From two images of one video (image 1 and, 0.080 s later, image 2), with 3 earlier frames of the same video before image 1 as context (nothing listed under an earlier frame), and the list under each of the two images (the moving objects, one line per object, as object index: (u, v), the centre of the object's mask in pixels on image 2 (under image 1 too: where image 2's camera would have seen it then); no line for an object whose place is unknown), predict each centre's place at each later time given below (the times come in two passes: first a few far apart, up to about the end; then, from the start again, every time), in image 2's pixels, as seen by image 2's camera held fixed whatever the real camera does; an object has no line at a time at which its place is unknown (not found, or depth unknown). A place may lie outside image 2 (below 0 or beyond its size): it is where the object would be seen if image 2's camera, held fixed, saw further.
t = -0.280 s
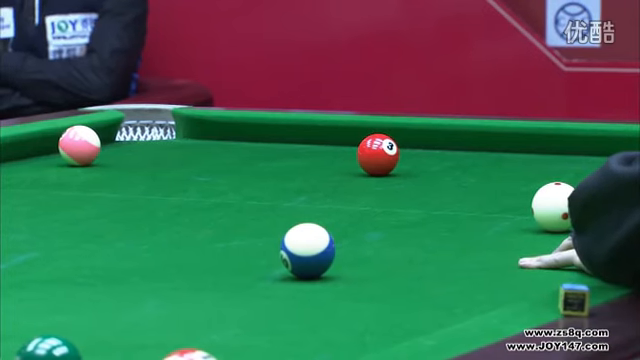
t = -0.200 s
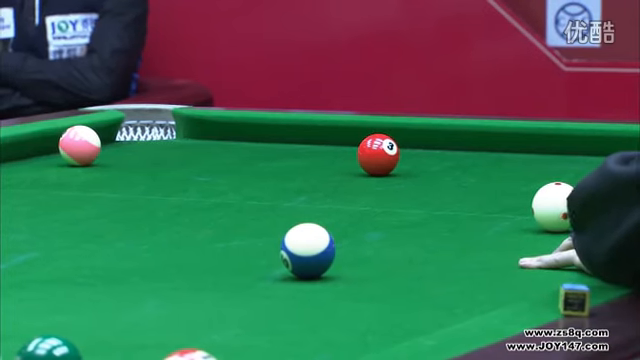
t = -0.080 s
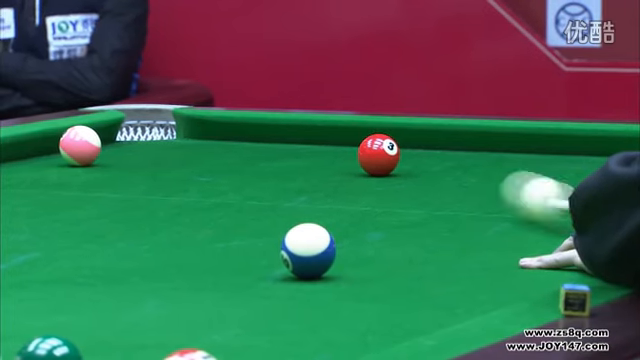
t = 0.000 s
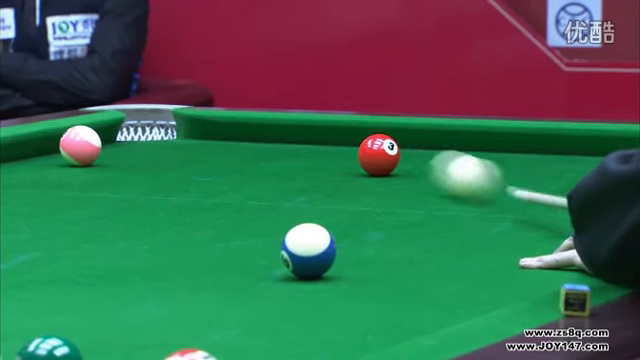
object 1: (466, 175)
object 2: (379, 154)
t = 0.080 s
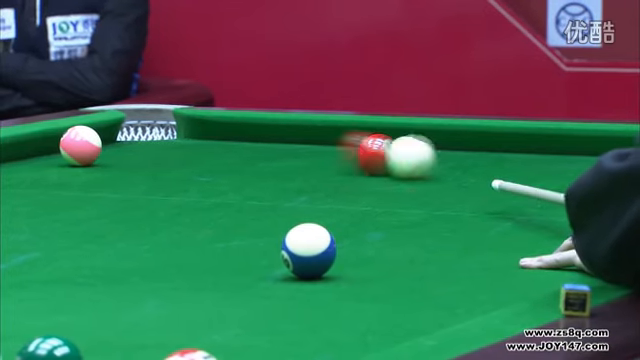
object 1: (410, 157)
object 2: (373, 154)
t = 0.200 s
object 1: (459, 150)
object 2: (253, 135)
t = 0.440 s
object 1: (530, 138)
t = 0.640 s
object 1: (514, 144)
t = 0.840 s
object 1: (496, 152)
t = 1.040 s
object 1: (478, 160)
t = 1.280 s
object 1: (455, 169)
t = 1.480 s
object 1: (437, 176)
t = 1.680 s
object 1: (419, 184)
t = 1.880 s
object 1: (401, 190)
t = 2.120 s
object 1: (379, 199)
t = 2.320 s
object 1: (361, 206)
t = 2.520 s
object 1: (344, 212)
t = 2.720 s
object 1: (330, 216)
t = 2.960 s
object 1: (309, 216)
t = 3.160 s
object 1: (287, 223)
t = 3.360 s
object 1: (273, 235)
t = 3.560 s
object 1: (264, 243)
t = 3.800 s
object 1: (253, 249)
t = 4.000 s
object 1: (245, 252)
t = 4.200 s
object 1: (237, 256)
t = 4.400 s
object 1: (232, 259)
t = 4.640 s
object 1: (225, 263)
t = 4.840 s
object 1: (221, 264)
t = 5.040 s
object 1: (217, 265)
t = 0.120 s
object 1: (425, 154)
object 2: (334, 146)
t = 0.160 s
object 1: (443, 152)
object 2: (292, 140)
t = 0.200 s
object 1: (459, 150)
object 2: (253, 135)
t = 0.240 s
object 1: (473, 149)
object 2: (211, 129)
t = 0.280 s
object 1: (485, 146)
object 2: (180, 125)
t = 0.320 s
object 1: (497, 144)
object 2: (148, 118)
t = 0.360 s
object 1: (508, 142)
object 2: (141, 125)
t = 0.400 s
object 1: (519, 140)
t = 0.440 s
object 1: (530, 138)
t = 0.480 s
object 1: (531, 138)
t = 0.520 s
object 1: (526, 140)
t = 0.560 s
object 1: (522, 141)
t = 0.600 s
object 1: (518, 143)
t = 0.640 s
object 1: (514, 144)
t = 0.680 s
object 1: (511, 146)
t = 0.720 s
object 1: (507, 147)
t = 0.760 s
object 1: (503, 149)
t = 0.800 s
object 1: (500, 151)
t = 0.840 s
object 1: (496, 152)
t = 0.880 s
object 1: (492, 154)
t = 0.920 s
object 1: (489, 155)
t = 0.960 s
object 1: (485, 157)
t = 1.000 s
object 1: (481, 158)
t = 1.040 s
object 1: (478, 160)
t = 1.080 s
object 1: (474, 161)
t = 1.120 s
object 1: (470, 163)
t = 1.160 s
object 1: (467, 165)
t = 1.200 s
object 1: (463, 166)
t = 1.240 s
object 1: (459, 167)
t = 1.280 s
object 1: (455, 169)
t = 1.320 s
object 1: (452, 170)
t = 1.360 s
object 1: (448, 172)
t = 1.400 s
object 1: (444, 173)
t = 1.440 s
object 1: (440, 174)
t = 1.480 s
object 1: (437, 176)
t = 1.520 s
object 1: (433, 177)
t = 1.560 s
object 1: (430, 179)
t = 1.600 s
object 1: (426, 181)
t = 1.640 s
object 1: (422, 182)
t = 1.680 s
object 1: (419, 184)
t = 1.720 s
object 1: (415, 185)
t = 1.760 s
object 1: (412, 186)
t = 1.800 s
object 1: (408, 188)
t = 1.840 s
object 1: (404, 189)
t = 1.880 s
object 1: (401, 190)
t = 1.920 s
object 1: (397, 192)
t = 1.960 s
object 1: (393, 193)
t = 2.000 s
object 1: (390, 195)
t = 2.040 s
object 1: (386, 196)
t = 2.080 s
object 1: (383, 198)
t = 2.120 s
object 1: (379, 199)
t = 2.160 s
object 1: (375, 200)
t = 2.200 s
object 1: (371, 202)
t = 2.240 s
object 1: (368, 203)
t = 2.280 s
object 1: (364, 204)
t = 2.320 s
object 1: (361, 206)
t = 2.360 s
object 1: (358, 207)
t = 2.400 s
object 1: (354, 209)
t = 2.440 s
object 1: (351, 210)
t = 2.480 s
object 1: (347, 211)
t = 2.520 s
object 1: (344, 212)
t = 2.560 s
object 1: (341, 213)
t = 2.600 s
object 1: (339, 214)
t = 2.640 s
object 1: (336, 214)
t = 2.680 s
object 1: (333, 215)
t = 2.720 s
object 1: (330, 216)
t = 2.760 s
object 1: (327, 216)
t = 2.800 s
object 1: (324, 215)
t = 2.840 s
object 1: (320, 215)
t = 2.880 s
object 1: (317, 215)
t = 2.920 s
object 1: (313, 216)
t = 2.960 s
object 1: (309, 216)
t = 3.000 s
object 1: (304, 217)
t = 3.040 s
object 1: (300, 218)
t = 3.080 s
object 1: (295, 219)
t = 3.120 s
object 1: (291, 221)
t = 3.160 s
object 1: (287, 223)
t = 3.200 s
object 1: (284, 226)
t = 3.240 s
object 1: (280, 229)
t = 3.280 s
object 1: (278, 231)
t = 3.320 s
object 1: (275, 233)
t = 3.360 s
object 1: (273, 235)
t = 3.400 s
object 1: (271, 237)
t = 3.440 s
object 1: (269, 239)
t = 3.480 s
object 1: (267, 240)
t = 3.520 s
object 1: (266, 241)
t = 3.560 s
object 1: (264, 243)
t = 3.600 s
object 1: (262, 244)
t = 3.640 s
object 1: (260, 244)
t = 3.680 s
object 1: (259, 246)
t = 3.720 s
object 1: (257, 247)
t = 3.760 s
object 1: (255, 247)
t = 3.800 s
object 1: (253, 249)
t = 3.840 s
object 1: (251, 249)
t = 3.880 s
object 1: (249, 250)
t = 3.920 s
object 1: (248, 251)
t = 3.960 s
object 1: (246, 252)
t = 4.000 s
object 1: (245, 252)
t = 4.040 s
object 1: (243, 253)
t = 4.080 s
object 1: (241, 254)
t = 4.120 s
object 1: (240, 255)
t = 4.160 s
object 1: (239, 255)
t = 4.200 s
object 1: (237, 256)
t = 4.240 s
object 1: (236, 257)
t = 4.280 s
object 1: (235, 257)
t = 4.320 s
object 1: (234, 258)
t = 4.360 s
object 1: (233, 259)
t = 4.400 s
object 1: (232, 259)
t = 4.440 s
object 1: (231, 260)
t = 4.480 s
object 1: (230, 261)
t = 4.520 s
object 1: (229, 261)
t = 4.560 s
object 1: (228, 262)
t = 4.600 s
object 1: (227, 262)
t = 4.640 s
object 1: (225, 263)
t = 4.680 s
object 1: (224, 263)
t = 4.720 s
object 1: (223, 263)
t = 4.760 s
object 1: (222, 263)
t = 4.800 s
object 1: (222, 263)
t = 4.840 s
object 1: (221, 264)
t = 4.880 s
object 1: (221, 264)
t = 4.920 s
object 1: (220, 264)
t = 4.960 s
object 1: (219, 265)
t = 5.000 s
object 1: (219, 265)
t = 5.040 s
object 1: (217, 265)
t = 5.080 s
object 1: (217, 266)
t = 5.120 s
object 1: (216, 266)
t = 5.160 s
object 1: (215, 266)
